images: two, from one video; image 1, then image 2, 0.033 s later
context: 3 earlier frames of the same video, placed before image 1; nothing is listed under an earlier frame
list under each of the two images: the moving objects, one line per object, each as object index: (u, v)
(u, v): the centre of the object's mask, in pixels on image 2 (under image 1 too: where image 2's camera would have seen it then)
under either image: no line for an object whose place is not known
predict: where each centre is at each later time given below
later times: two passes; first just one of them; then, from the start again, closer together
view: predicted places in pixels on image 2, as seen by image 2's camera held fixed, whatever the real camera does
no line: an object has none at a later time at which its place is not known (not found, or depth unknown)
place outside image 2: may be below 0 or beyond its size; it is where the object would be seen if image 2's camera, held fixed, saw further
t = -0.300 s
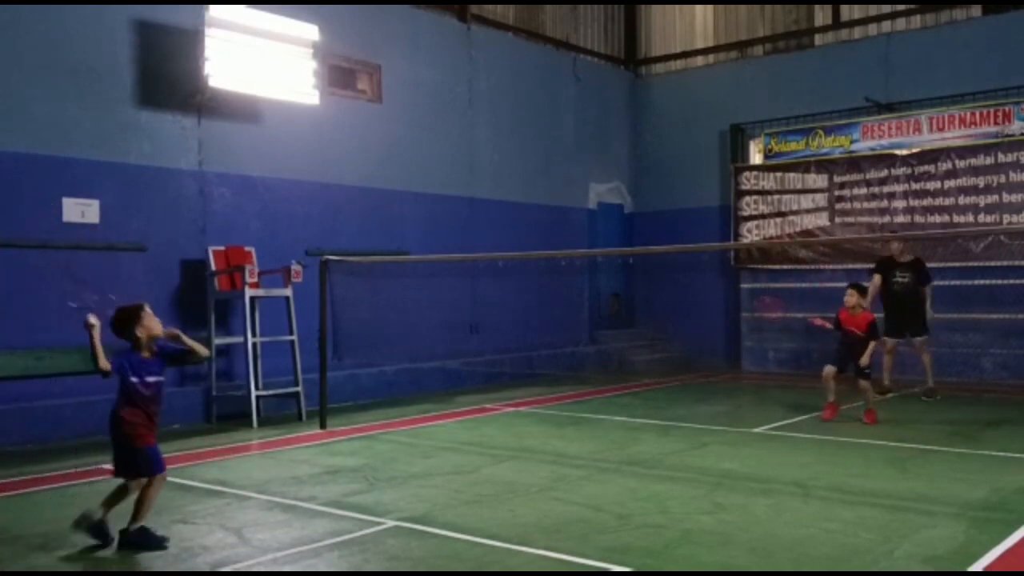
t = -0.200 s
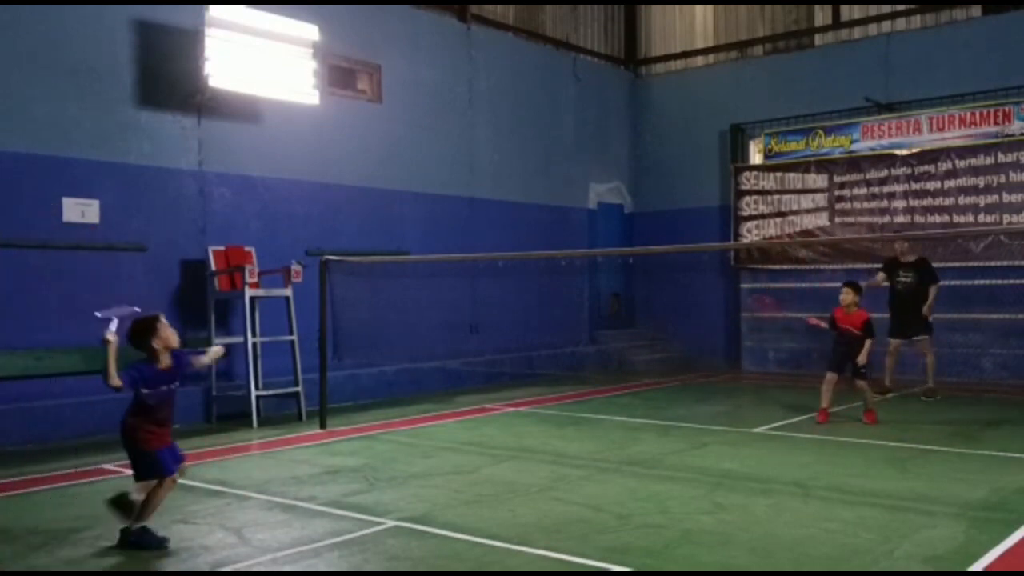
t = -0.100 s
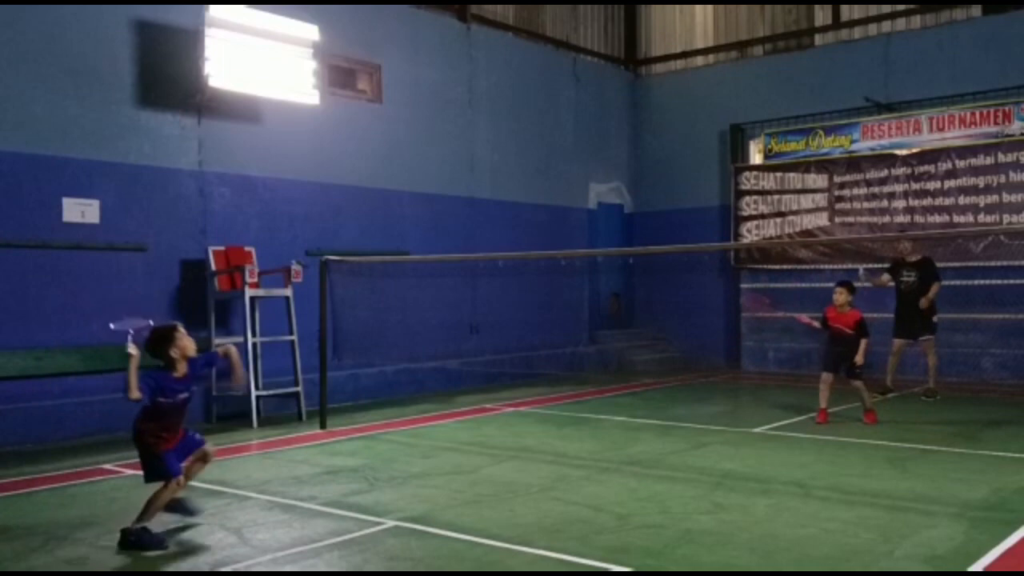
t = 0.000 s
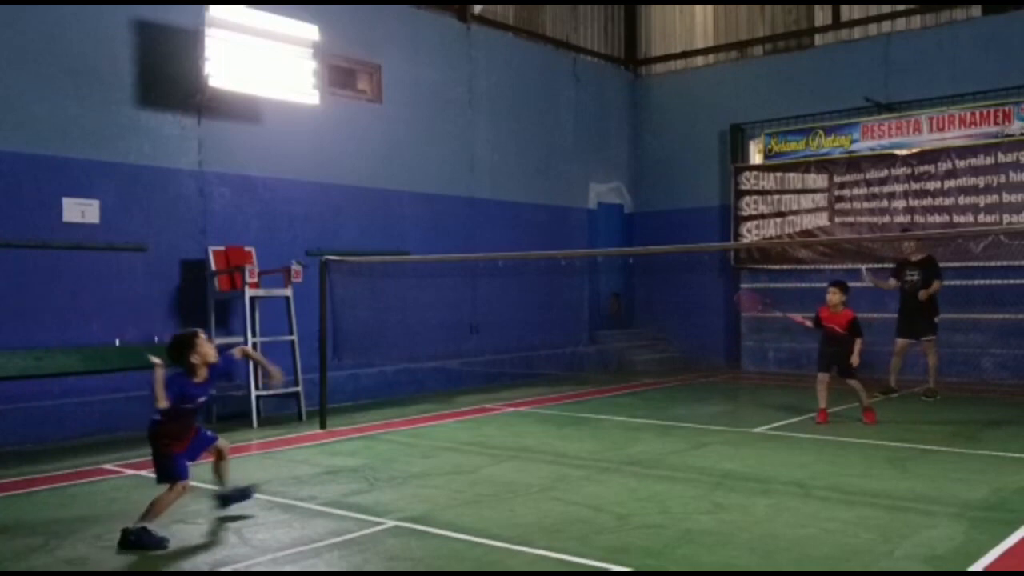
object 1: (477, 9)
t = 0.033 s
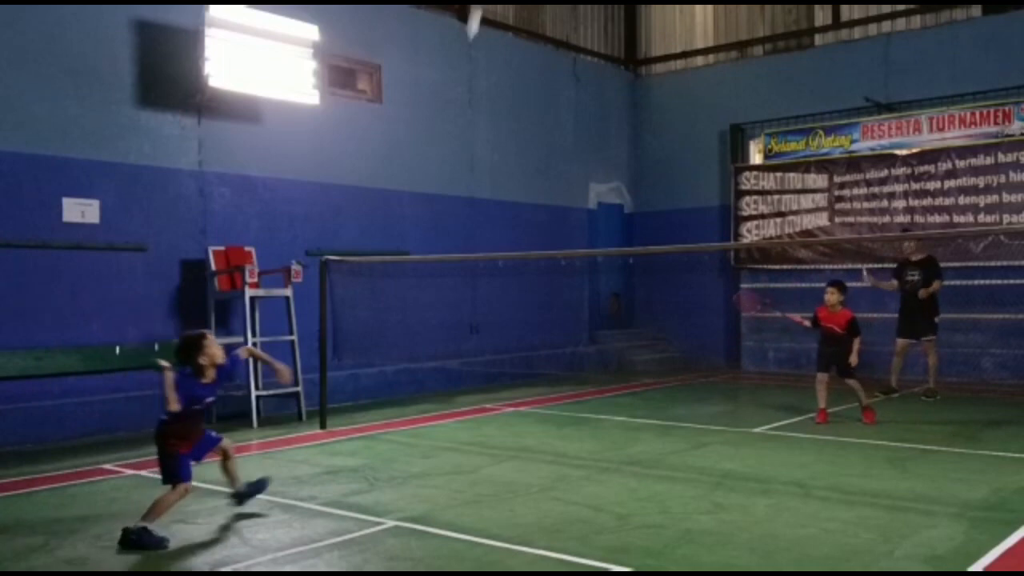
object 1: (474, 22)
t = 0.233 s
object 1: (442, 196)
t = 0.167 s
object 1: (451, 135)
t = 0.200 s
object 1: (447, 164)
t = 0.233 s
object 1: (442, 196)
